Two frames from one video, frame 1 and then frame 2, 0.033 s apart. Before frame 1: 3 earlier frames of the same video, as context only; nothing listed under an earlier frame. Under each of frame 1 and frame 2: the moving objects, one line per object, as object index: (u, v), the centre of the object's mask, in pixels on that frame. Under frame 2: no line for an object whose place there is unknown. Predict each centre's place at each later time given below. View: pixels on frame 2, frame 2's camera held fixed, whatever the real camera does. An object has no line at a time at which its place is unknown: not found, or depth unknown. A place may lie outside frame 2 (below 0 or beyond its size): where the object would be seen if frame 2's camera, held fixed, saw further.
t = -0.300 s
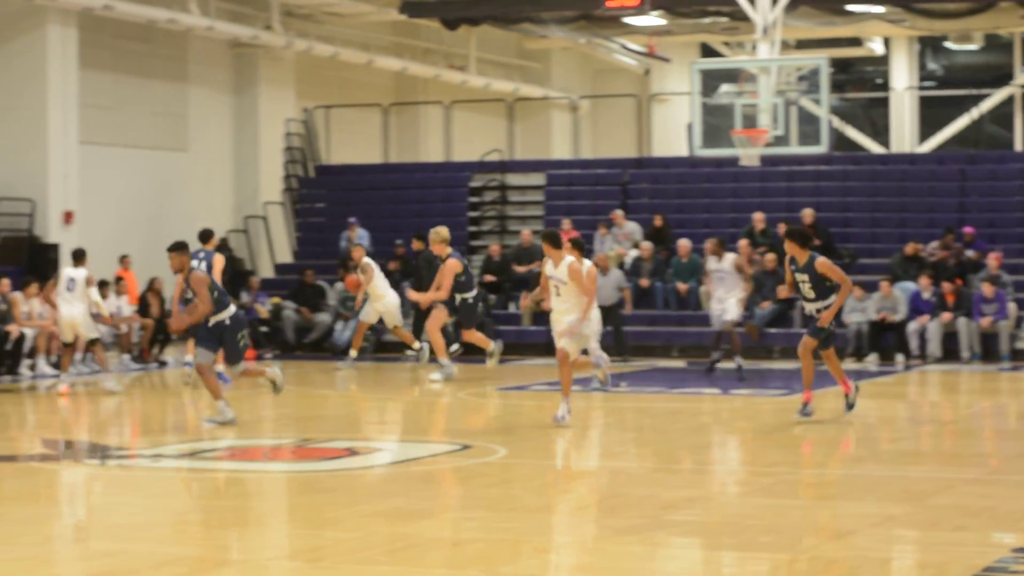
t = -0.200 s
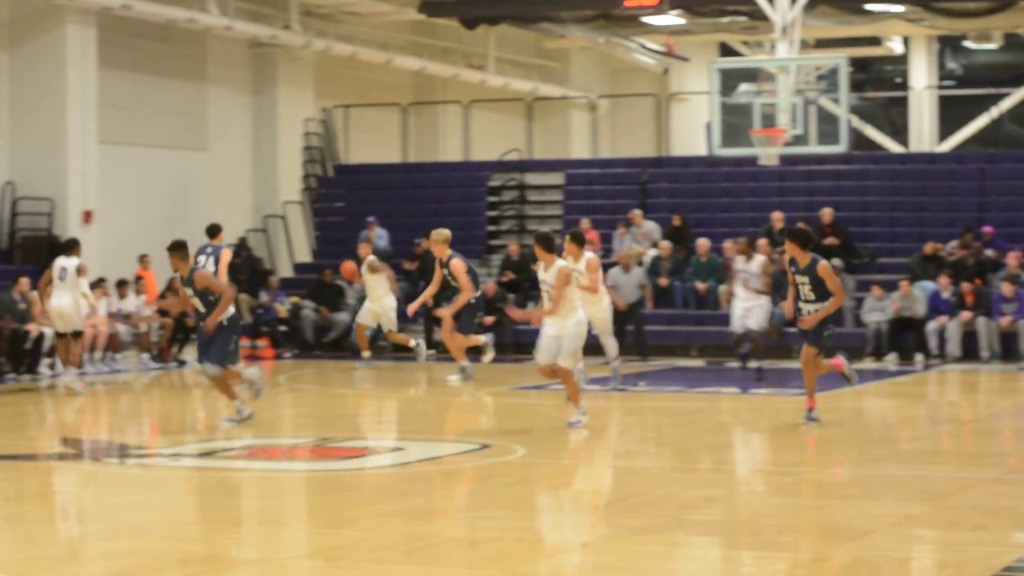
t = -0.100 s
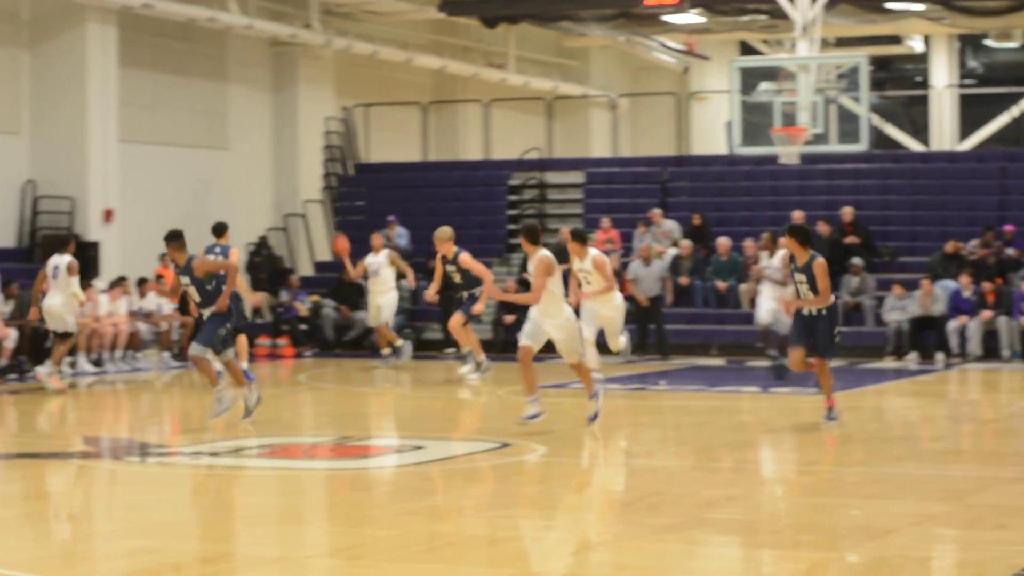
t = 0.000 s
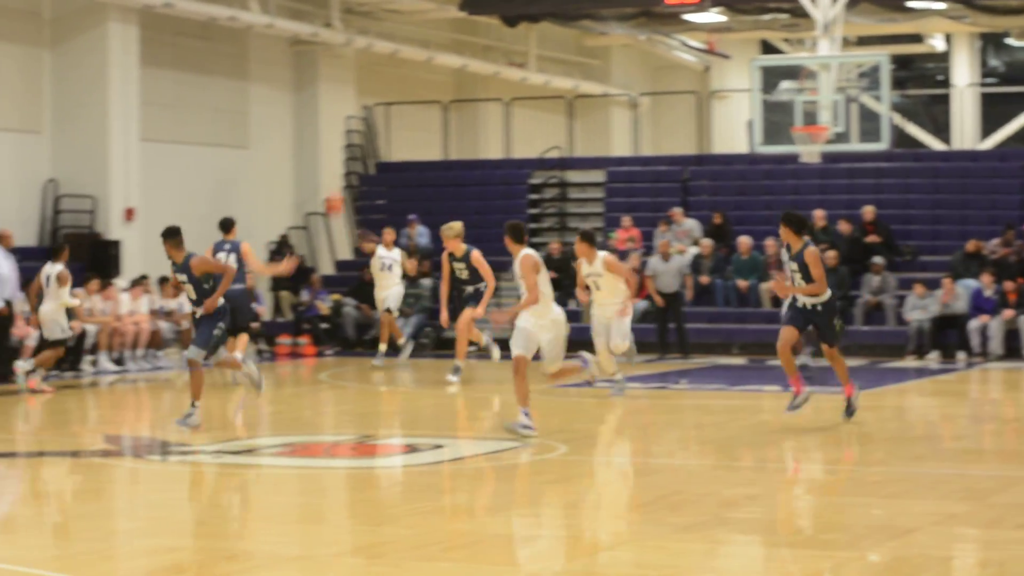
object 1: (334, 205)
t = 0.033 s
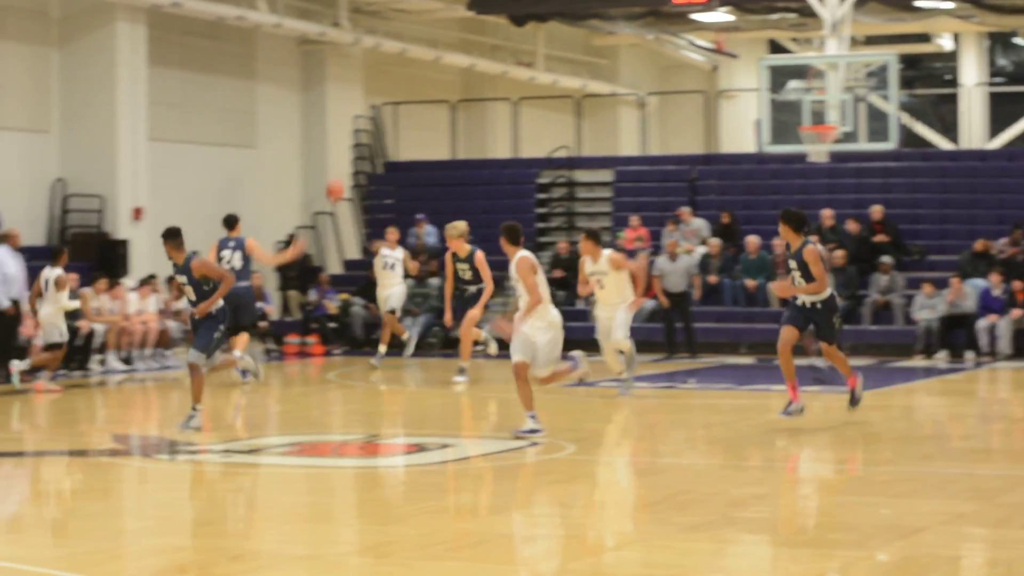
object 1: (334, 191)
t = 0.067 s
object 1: (329, 178)
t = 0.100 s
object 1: (323, 165)
